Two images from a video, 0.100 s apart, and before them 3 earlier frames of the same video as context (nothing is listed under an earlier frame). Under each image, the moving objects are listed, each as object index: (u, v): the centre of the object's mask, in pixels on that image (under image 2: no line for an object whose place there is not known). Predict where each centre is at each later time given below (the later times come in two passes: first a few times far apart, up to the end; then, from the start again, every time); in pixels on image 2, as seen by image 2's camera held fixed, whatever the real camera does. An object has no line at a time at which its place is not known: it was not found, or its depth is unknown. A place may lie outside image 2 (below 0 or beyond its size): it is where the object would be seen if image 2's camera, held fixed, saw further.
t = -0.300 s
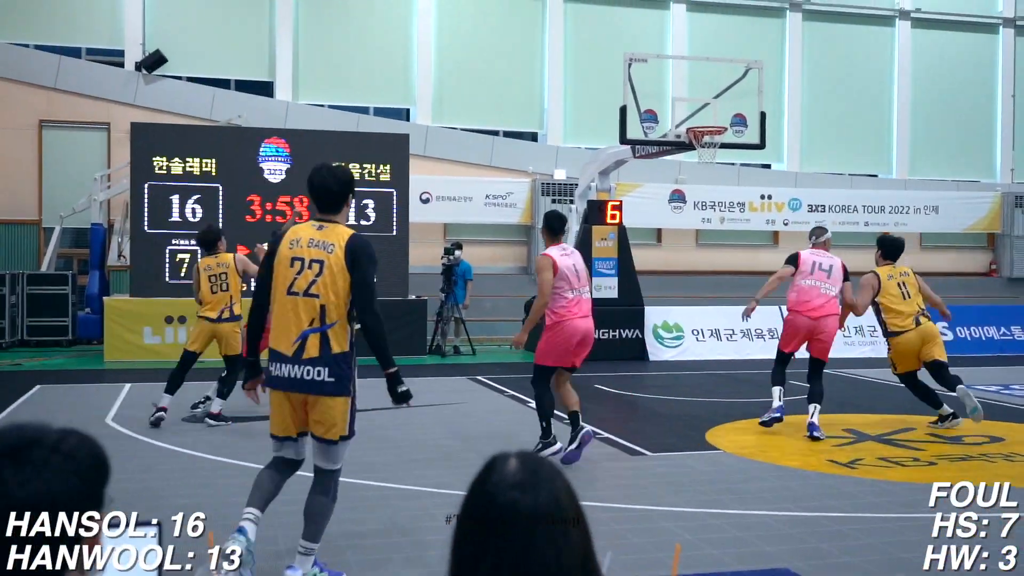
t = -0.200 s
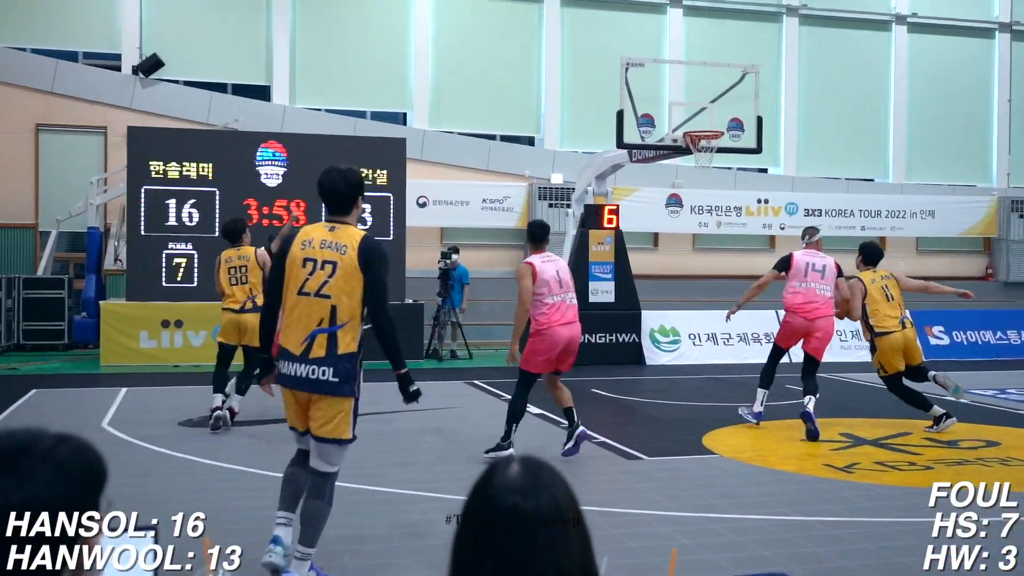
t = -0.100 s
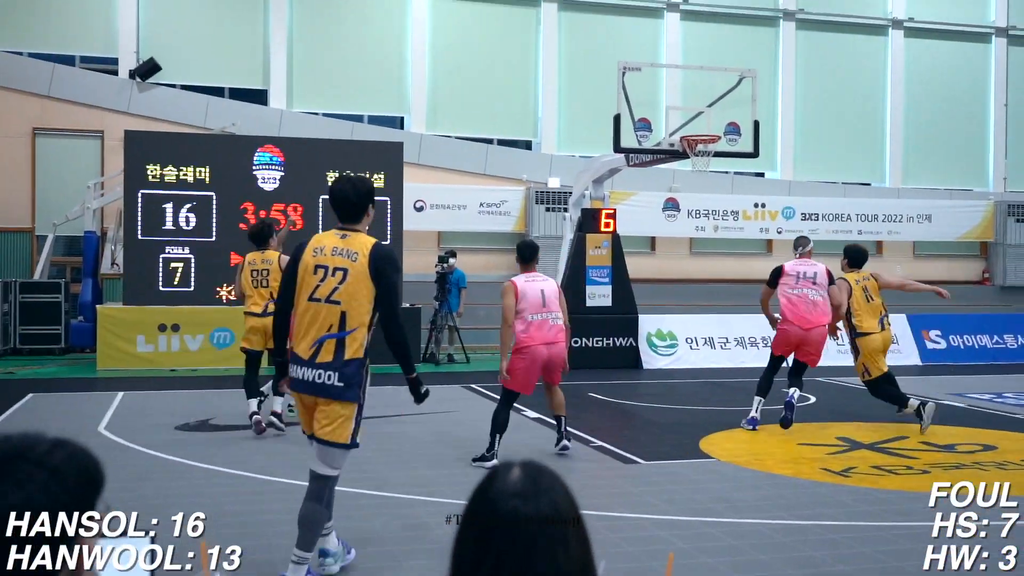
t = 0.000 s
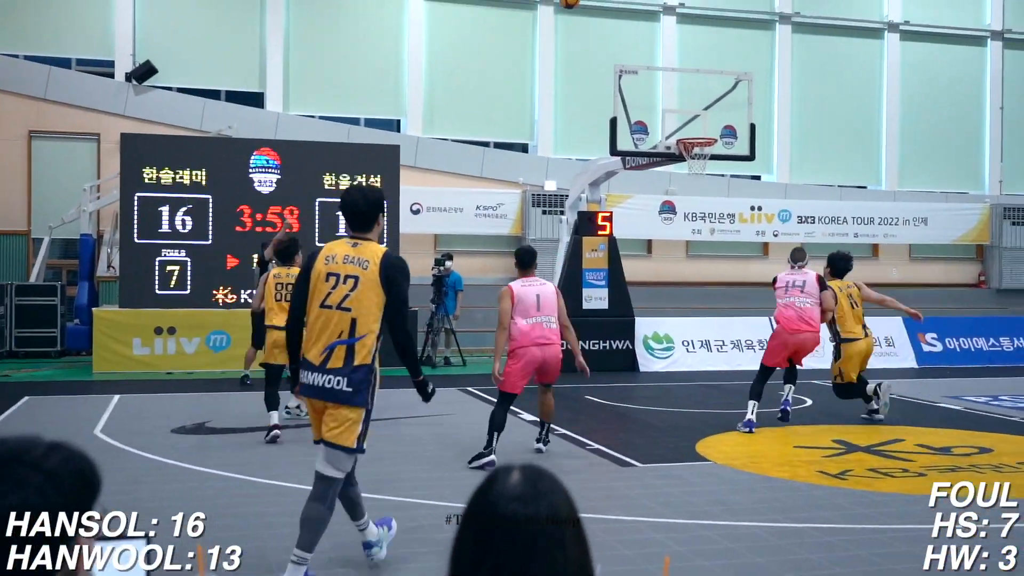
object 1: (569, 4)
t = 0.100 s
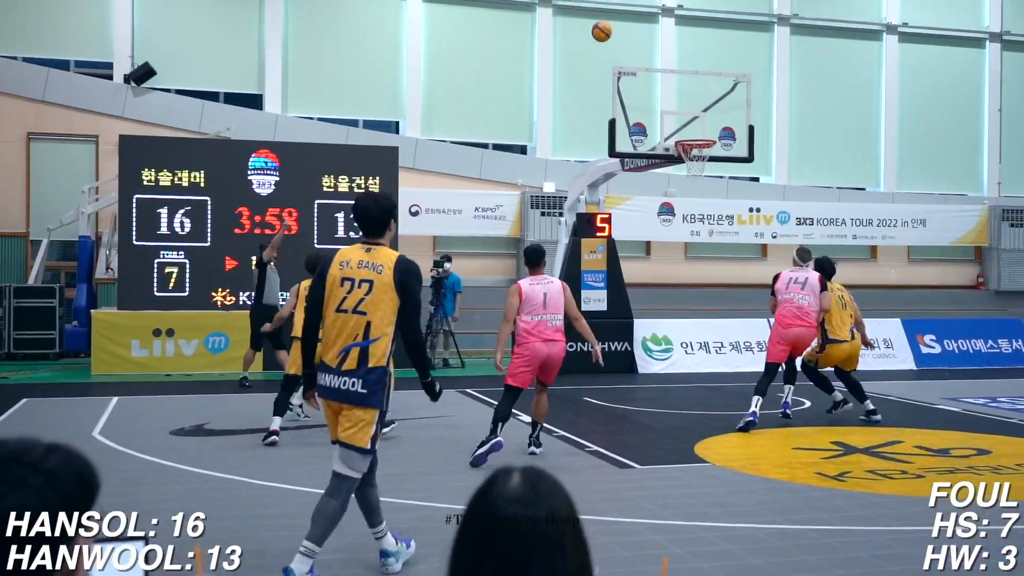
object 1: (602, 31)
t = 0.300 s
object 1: (663, 114)
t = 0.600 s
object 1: (691, 63)
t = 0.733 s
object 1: (702, 50)
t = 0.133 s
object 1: (612, 44)
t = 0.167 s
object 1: (623, 56)
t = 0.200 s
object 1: (633, 70)
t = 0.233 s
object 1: (643, 84)
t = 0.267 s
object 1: (653, 98)
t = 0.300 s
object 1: (663, 114)
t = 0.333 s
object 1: (672, 130)
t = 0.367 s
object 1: (676, 125)
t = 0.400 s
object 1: (677, 113)
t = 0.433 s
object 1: (678, 101)
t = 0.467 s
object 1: (679, 90)
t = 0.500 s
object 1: (682, 81)
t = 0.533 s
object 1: (685, 75)
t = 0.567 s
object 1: (688, 68)
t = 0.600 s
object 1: (691, 63)
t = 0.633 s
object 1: (693, 58)
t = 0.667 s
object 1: (696, 55)
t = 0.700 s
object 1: (699, 52)
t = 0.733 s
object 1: (702, 50)
